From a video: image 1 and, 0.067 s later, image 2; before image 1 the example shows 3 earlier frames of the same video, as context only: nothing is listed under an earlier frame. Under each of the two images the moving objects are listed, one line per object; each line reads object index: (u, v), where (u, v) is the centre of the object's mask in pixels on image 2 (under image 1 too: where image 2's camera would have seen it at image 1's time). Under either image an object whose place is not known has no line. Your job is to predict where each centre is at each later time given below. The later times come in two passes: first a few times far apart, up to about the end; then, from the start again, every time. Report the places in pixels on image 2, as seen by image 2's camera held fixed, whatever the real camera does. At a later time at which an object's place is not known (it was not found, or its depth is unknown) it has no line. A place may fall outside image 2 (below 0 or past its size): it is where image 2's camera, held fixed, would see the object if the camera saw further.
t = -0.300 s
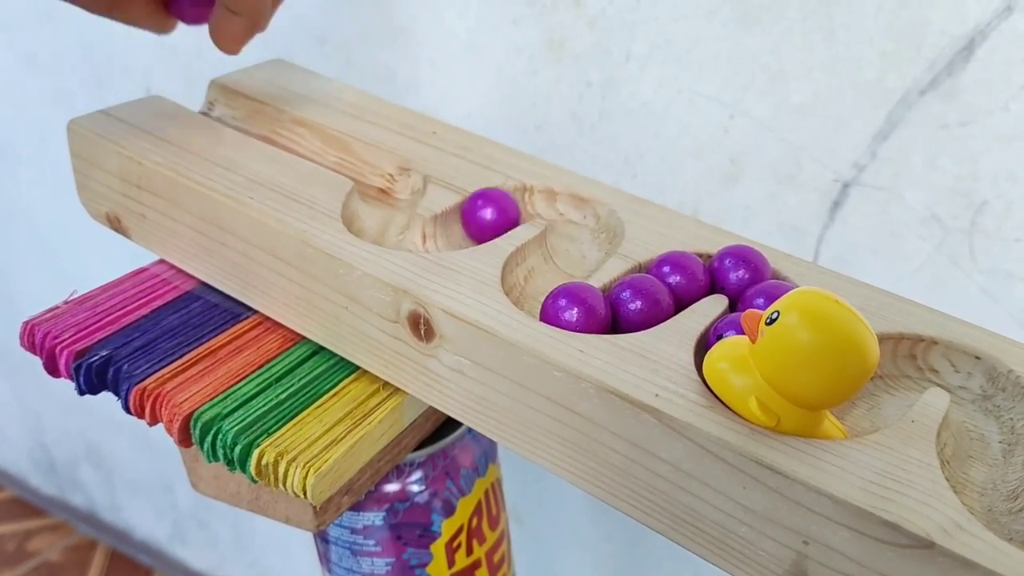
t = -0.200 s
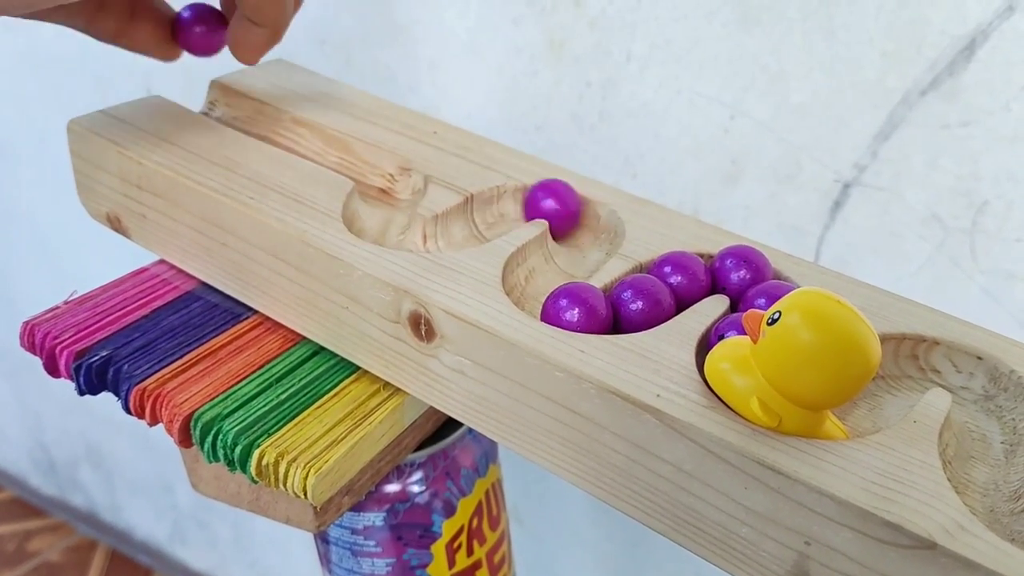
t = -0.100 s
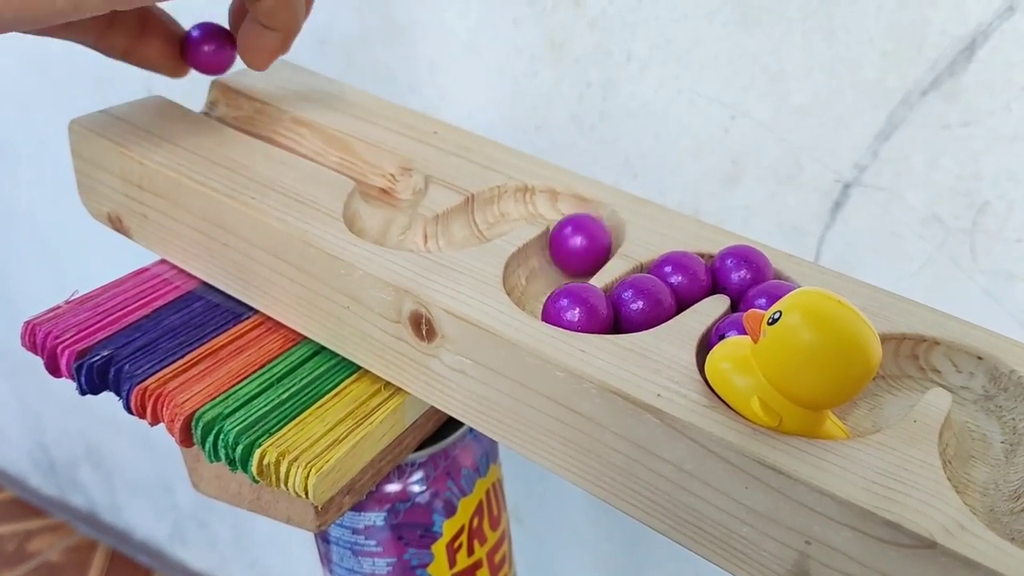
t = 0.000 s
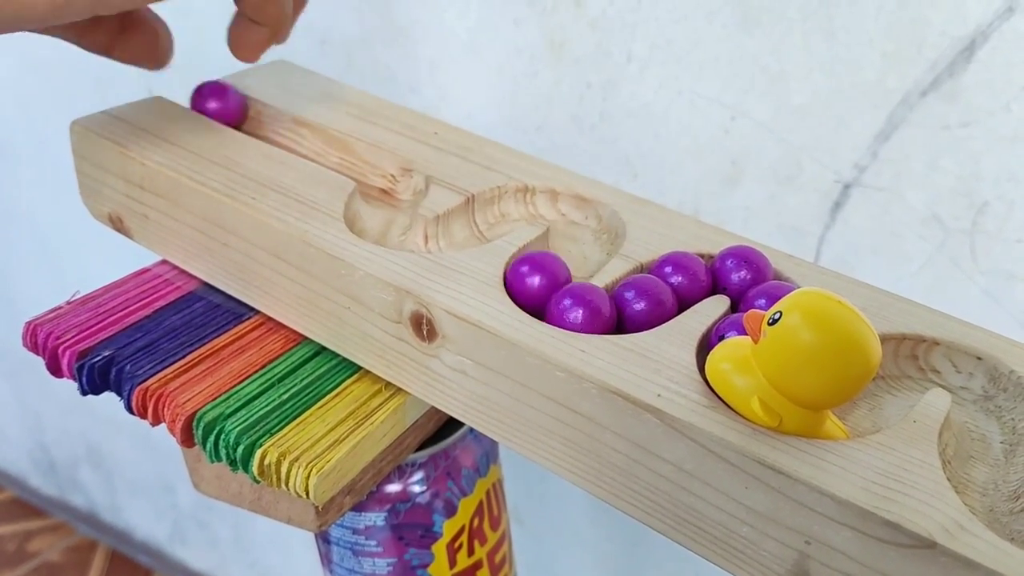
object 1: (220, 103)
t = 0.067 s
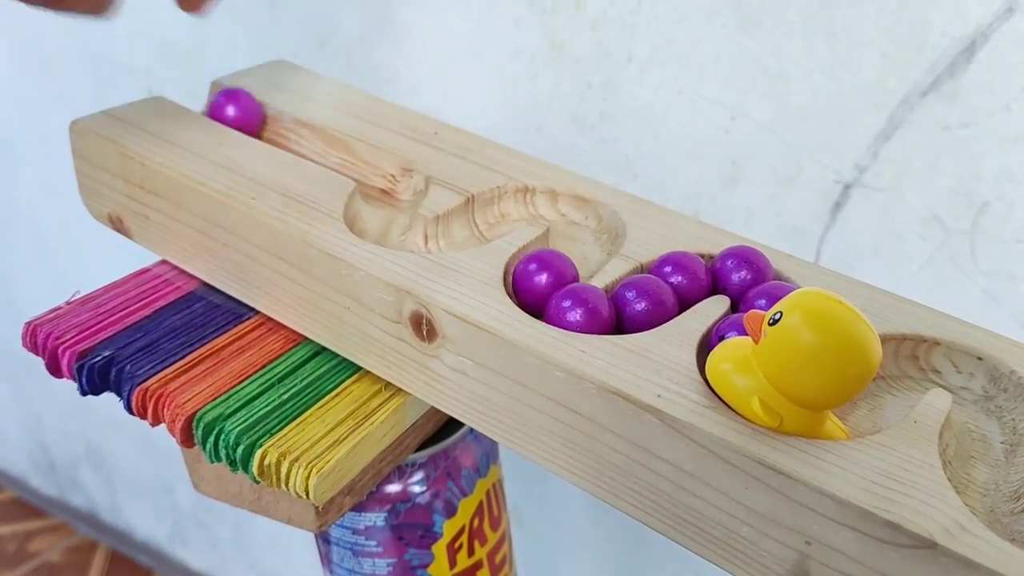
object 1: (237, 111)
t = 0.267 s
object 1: (397, 182)
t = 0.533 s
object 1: (539, 202)
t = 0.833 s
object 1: (578, 246)
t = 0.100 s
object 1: (253, 119)
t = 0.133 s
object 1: (276, 128)
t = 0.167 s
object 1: (303, 138)
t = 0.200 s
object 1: (334, 152)
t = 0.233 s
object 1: (371, 172)
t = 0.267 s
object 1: (397, 182)
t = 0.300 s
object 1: (390, 194)
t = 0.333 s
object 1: (383, 222)
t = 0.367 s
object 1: (419, 231)
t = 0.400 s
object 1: (454, 230)
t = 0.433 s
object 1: (476, 223)
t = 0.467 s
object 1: (492, 214)
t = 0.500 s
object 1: (511, 207)
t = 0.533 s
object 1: (539, 202)
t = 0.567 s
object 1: (565, 210)
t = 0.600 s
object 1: (587, 222)
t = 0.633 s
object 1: (586, 238)
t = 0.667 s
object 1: (576, 247)
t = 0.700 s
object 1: (570, 249)
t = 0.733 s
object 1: (573, 248)
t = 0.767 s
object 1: (574, 246)
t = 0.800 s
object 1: (577, 246)
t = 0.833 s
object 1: (578, 246)
